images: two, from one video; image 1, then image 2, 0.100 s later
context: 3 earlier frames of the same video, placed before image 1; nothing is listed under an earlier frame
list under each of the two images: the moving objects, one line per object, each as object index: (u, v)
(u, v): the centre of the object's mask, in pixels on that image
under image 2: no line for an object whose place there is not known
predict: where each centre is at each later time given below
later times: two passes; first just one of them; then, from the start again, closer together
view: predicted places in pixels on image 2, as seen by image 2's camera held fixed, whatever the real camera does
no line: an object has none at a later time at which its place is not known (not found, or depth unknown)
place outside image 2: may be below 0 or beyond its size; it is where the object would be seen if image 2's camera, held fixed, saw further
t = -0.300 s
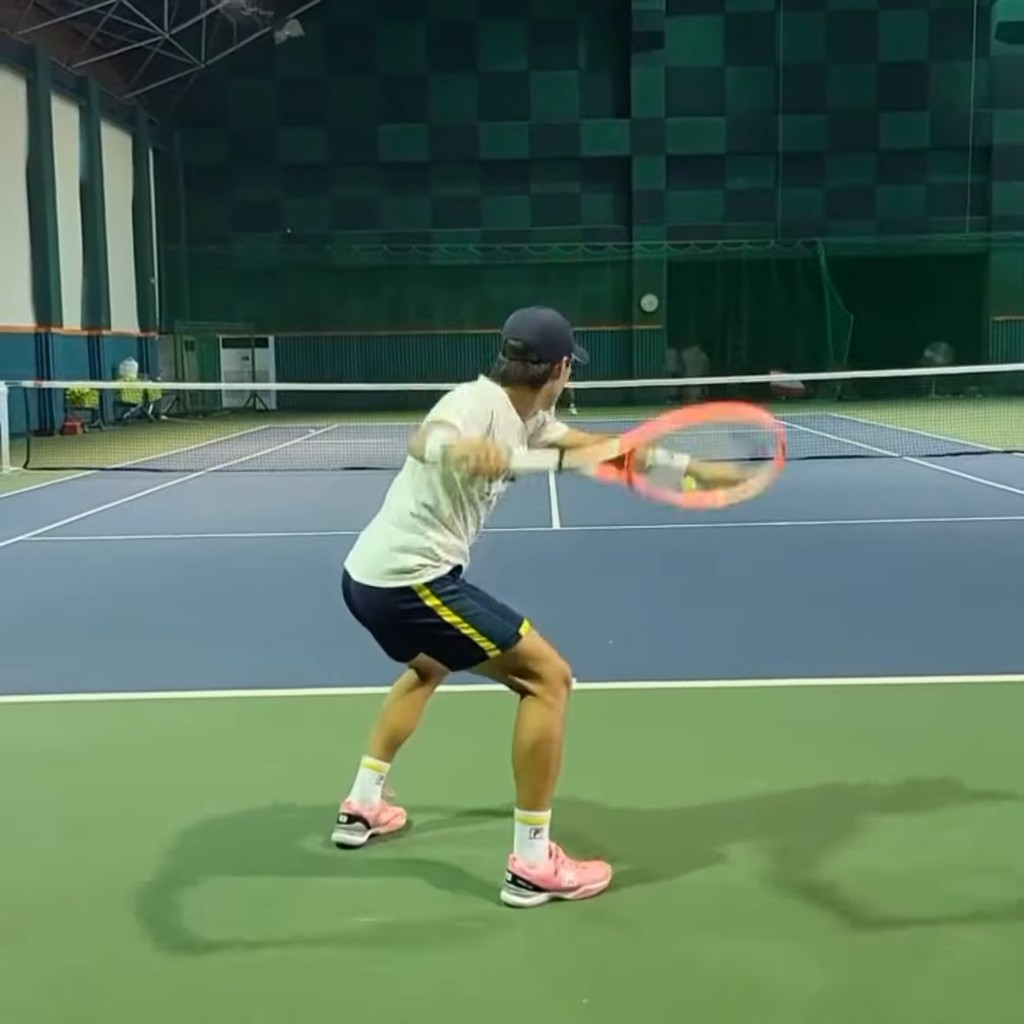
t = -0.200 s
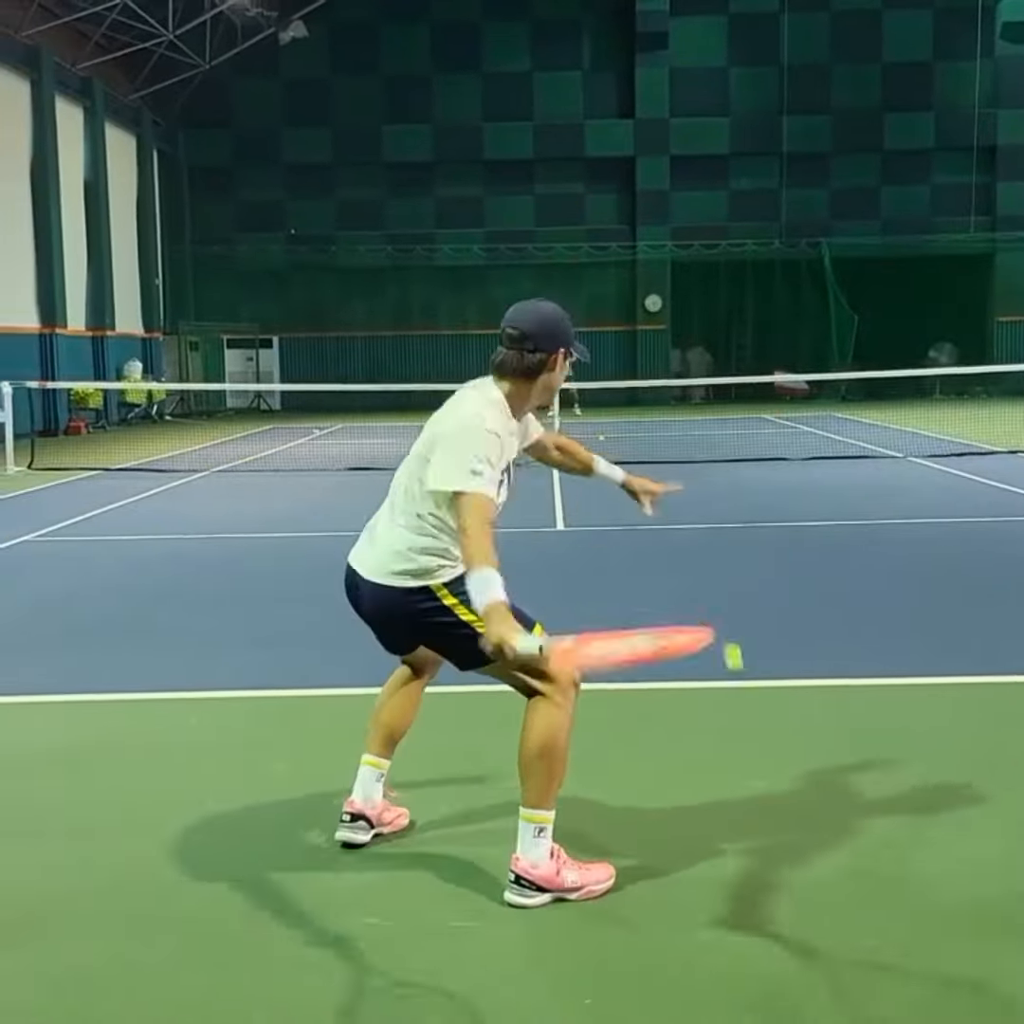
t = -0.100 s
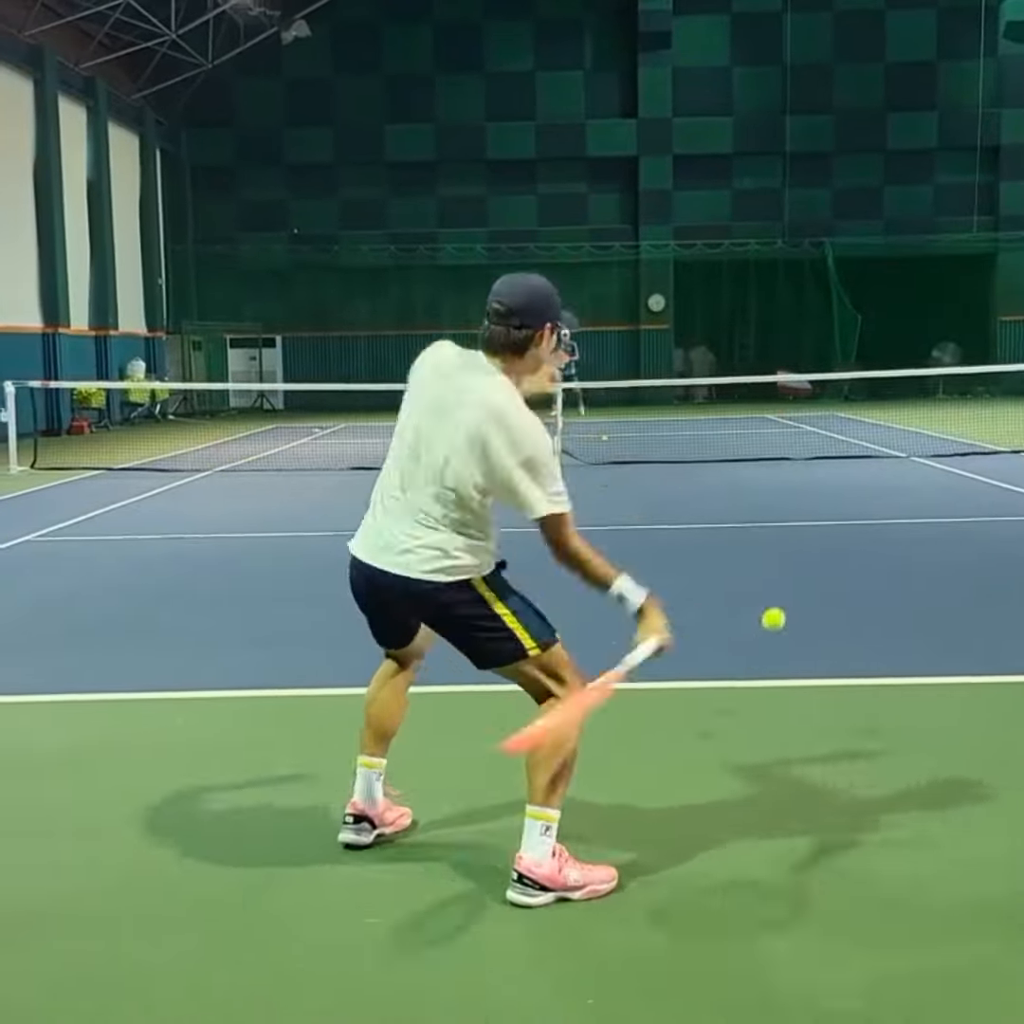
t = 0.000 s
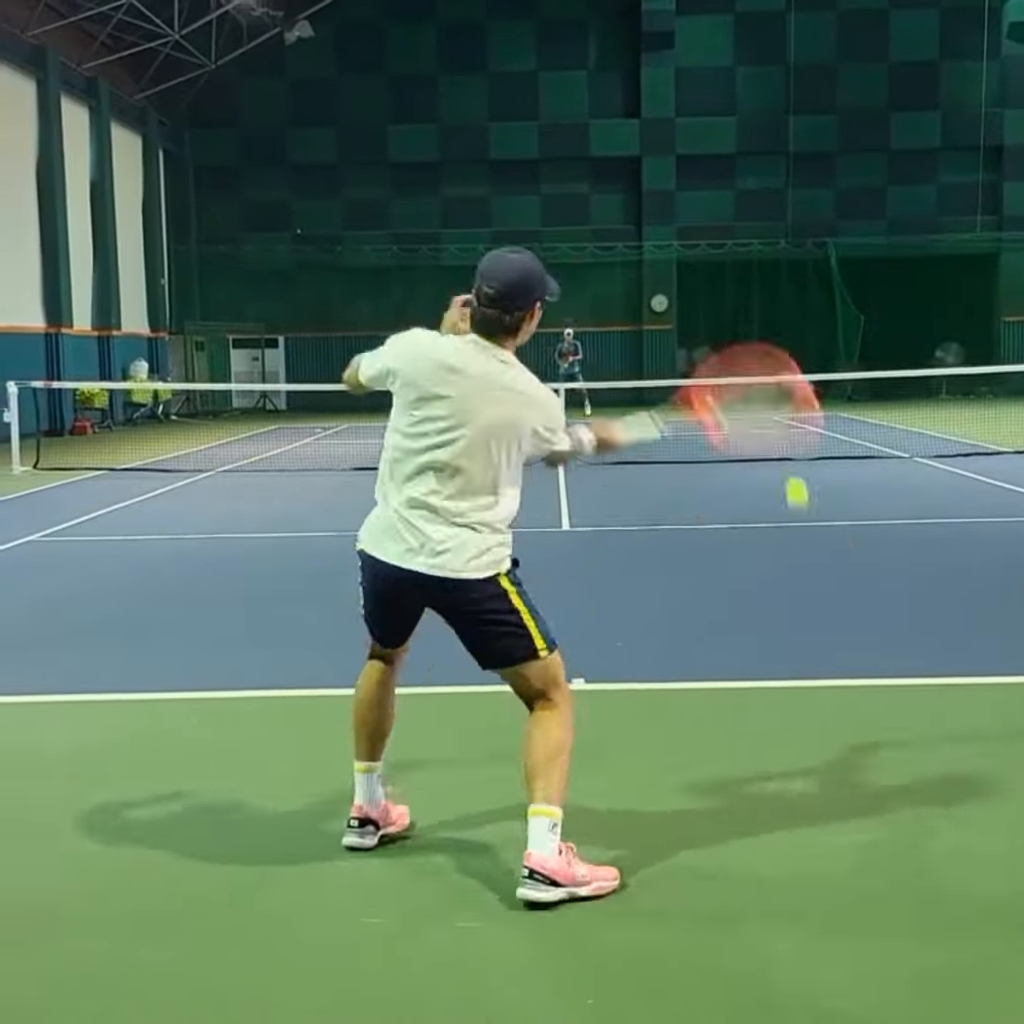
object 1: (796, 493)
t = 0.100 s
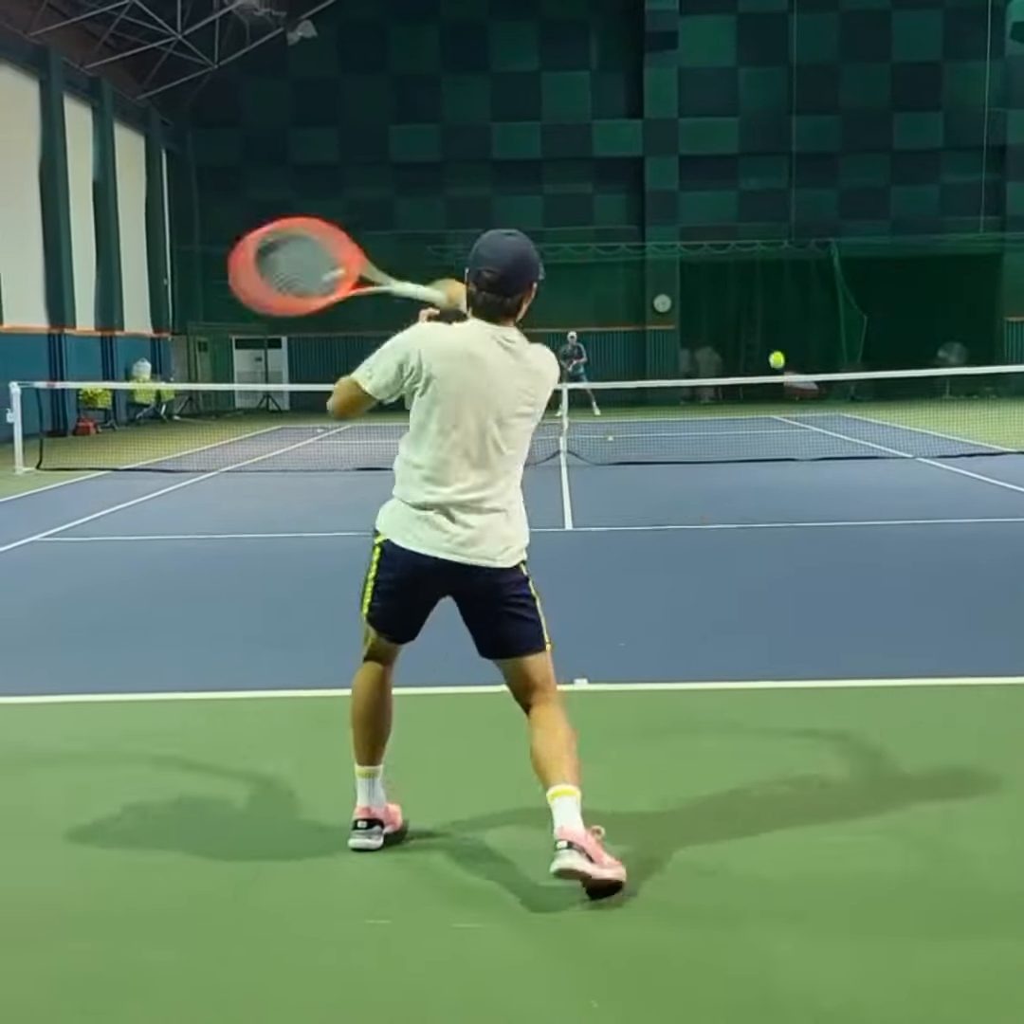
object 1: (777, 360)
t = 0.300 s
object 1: (757, 308)
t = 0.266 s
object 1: (759, 309)
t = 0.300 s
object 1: (757, 308)
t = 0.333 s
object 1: (755, 309)
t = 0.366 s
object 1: (753, 312)
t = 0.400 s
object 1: (752, 315)
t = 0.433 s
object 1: (750, 319)
